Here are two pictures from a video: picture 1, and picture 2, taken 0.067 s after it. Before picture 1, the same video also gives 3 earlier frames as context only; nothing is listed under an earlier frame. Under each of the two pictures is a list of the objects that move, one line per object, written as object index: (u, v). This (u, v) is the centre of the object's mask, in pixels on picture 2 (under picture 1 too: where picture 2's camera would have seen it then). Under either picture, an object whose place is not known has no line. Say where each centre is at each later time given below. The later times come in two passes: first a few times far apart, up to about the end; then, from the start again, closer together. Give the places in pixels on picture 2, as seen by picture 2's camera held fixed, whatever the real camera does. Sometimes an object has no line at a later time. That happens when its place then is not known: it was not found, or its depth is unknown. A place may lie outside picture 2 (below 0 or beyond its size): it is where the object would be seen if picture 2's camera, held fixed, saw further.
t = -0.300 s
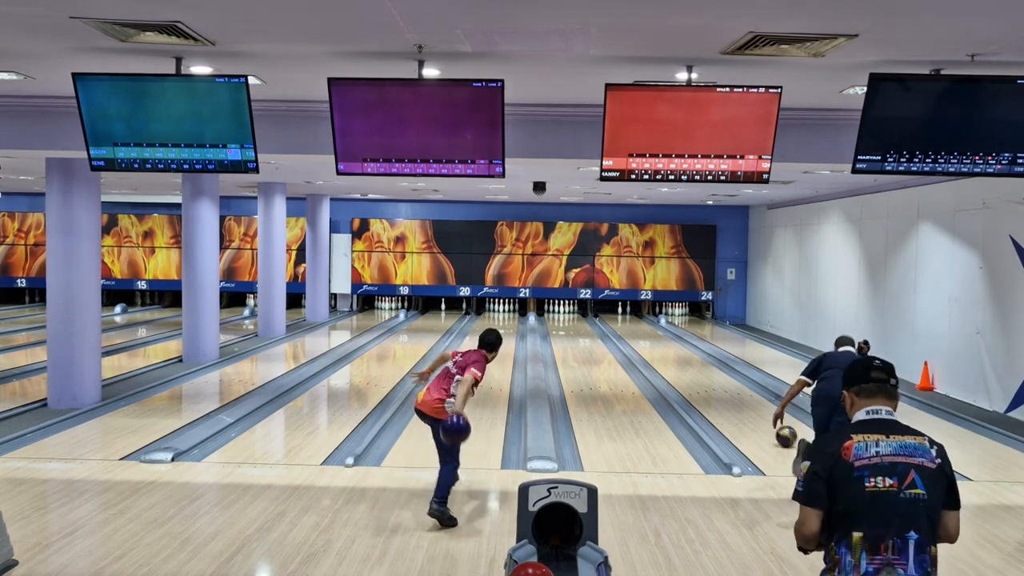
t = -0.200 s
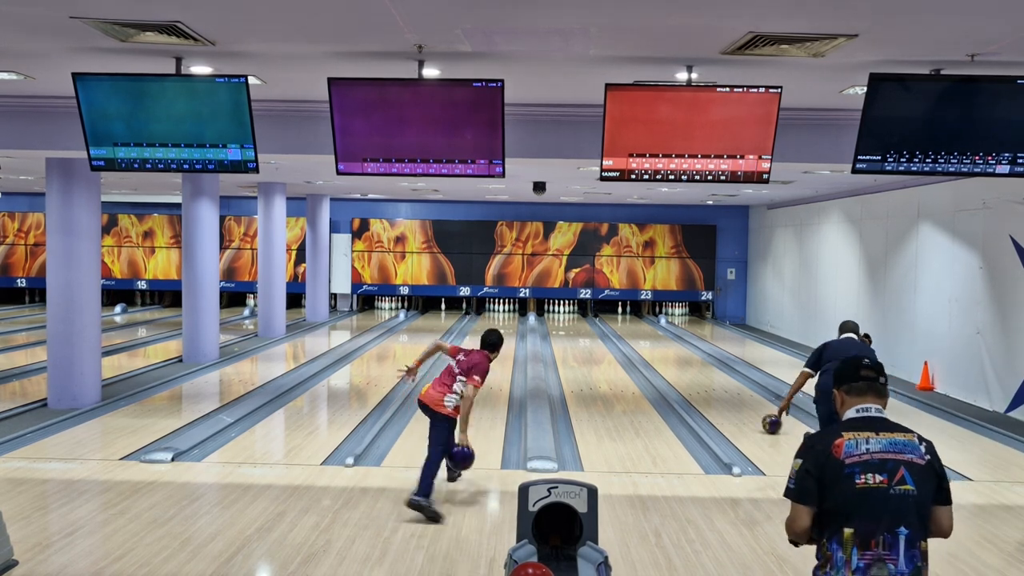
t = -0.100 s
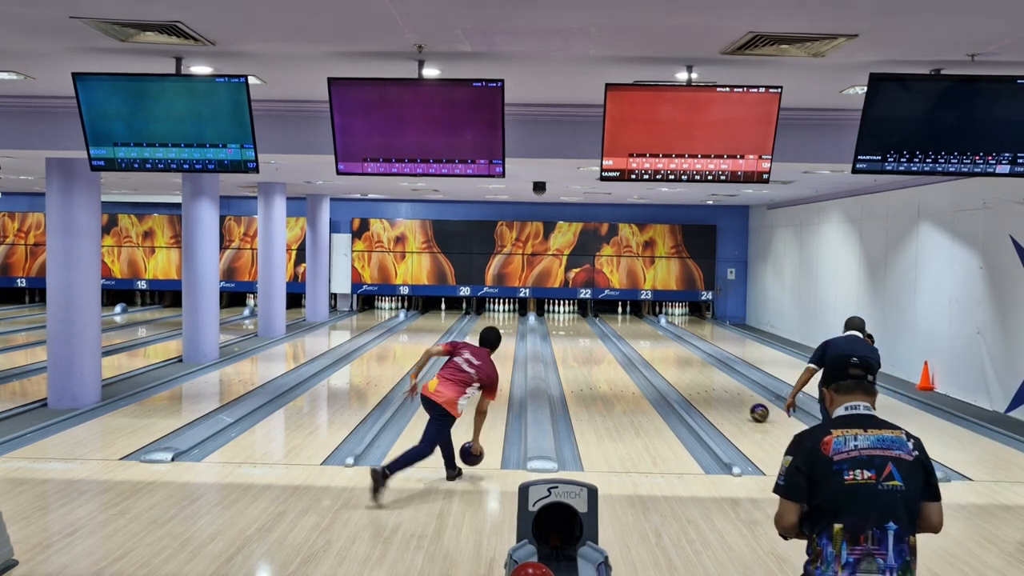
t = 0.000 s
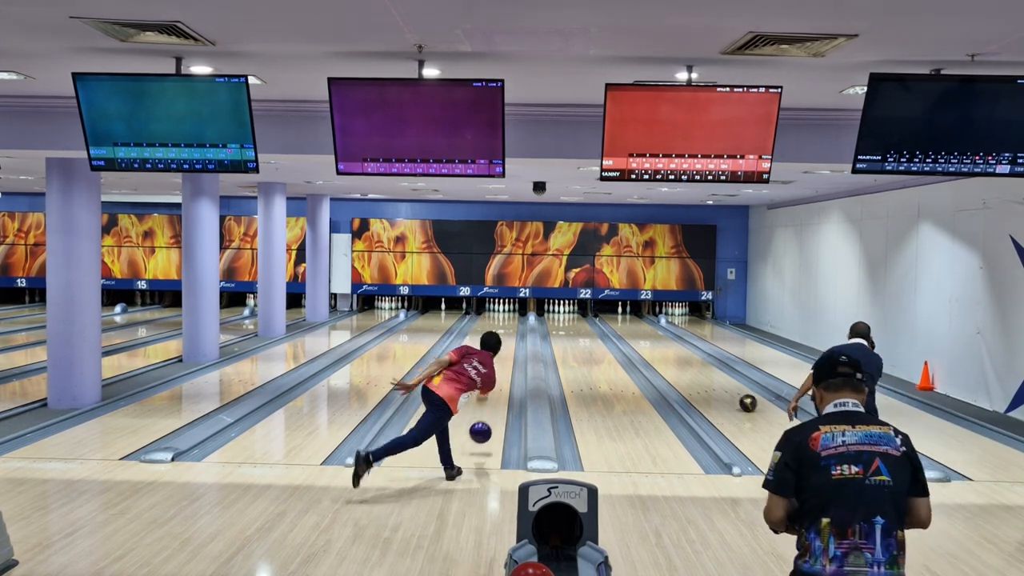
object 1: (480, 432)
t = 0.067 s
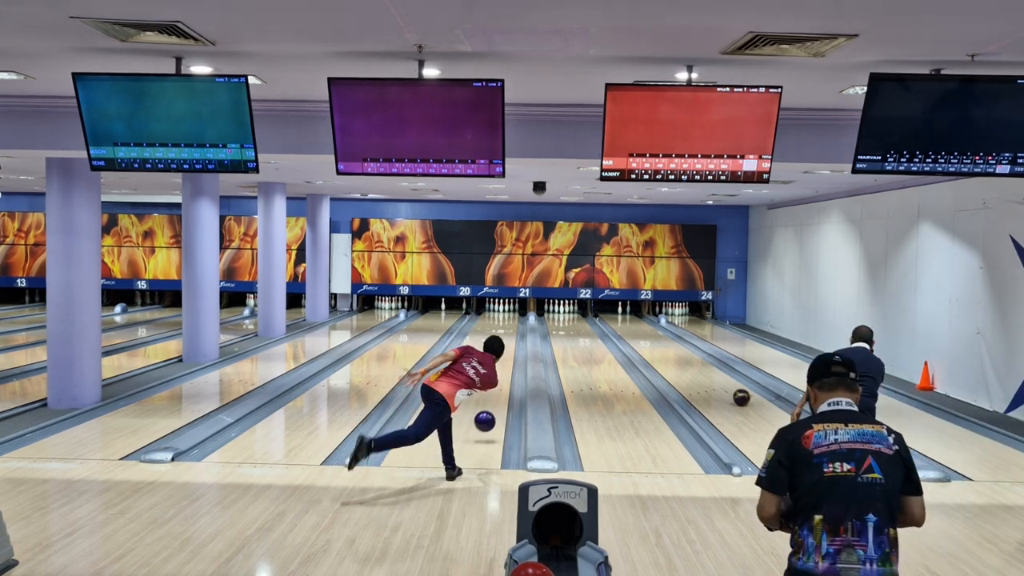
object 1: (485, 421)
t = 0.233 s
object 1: (493, 407)
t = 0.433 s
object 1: (501, 387)
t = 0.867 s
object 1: (511, 356)
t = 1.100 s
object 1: (514, 344)
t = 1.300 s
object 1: (515, 337)
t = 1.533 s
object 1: (515, 329)
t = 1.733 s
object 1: (514, 324)
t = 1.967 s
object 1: (512, 318)
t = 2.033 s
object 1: (512, 317)
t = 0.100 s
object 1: (487, 417)
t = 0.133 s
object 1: (488, 415)
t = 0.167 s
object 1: (490, 414)
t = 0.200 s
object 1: (492, 412)
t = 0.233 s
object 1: (493, 407)
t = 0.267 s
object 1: (495, 403)
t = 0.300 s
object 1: (496, 400)
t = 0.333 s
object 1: (497, 396)
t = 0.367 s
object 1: (499, 393)
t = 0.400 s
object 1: (500, 390)
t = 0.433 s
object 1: (501, 387)
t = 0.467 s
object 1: (502, 384)
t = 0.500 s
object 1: (502, 383)
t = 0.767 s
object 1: (510, 362)
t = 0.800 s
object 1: (511, 360)
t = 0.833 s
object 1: (511, 358)
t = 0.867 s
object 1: (511, 356)
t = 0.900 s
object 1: (511, 354)
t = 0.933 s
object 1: (512, 352)
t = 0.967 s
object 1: (512, 351)
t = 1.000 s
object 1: (513, 349)
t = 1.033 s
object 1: (513, 347)
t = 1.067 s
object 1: (513, 346)
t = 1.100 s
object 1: (514, 344)
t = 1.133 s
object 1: (514, 343)
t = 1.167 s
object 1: (514, 342)
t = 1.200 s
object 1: (514, 340)
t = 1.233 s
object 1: (515, 339)
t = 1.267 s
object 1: (515, 338)
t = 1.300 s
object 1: (515, 337)
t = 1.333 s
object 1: (515, 335)
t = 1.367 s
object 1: (515, 334)
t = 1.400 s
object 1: (515, 333)
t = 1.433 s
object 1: (515, 332)
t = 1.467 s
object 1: (515, 331)
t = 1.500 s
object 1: (515, 330)
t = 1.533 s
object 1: (515, 329)
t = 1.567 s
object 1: (515, 328)
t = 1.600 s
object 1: (515, 327)
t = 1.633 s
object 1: (515, 326)
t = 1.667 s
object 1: (515, 325)
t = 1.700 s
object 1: (514, 325)
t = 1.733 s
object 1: (514, 324)
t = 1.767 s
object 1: (514, 323)
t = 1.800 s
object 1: (514, 322)
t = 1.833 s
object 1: (514, 321)
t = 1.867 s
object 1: (513, 321)
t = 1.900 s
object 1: (513, 320)
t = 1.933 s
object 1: (513, 319)
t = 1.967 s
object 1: (512, 318)
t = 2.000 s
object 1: (512, 318)
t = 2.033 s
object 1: (512, 317)
